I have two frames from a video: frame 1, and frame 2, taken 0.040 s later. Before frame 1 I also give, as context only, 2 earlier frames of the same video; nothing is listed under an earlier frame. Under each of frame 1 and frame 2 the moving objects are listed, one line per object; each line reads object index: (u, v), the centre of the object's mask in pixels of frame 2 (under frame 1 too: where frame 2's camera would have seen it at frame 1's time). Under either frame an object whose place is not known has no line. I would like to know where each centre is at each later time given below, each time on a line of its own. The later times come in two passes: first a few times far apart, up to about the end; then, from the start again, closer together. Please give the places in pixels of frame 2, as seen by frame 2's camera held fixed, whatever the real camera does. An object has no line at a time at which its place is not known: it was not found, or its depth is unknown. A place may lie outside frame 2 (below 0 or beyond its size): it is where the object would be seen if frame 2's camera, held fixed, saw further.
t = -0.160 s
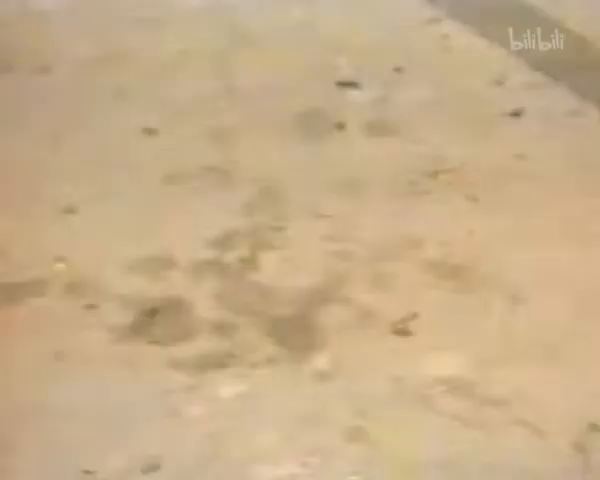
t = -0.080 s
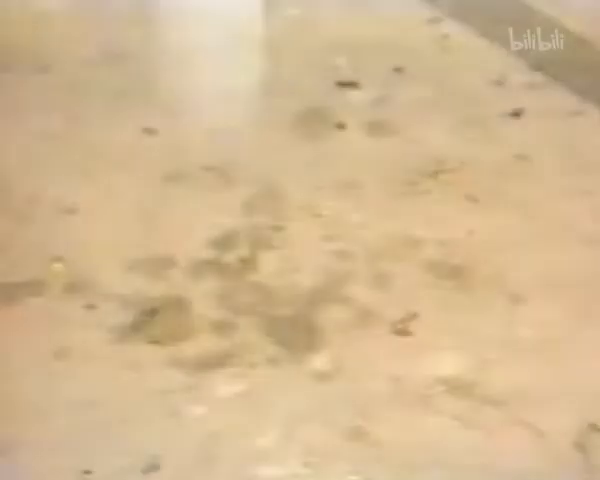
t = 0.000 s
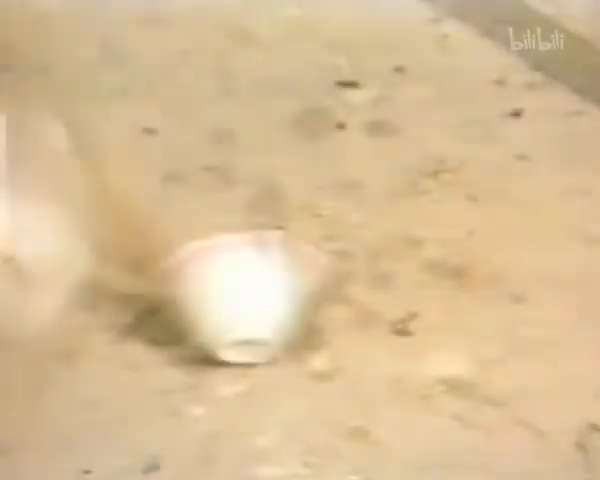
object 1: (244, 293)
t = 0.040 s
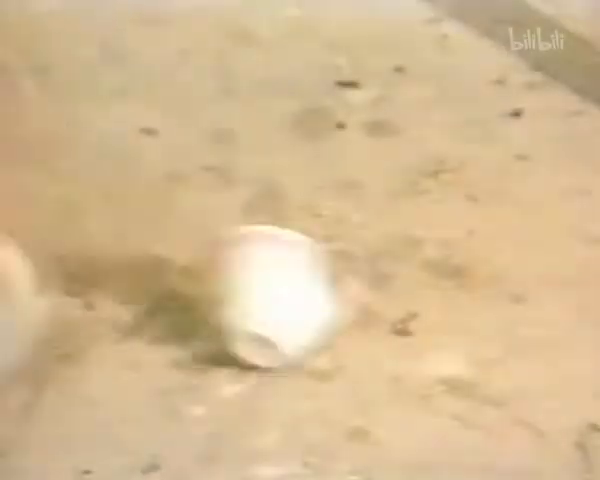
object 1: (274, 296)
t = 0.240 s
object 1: (376, 350)
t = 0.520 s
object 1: (345, 374)
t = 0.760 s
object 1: (271, 328)
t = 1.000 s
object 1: (268, 297)
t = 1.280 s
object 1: (328, 319)
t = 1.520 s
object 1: (277, 355)
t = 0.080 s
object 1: (299, 310)
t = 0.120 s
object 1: (329, 331)
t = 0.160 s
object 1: (348, 335)
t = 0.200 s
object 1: (365, 342)
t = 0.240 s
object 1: (376, 350)
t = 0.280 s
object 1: (381, 357)
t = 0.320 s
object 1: (380, 364)
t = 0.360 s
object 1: (375, 370)
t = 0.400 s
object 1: (368, 374)
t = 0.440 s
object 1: (361, 376)
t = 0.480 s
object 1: (353, 376)
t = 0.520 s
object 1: (345, 374)
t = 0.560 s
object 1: (333, 369)
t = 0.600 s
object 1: (322, 363)
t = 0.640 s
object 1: (308, 353)
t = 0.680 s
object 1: (292, 339)
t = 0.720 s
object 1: (280, 334)
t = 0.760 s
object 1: (271, 328)
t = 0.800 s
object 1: (268, 325)
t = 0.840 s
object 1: (265, 323)
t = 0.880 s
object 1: (263, 315)
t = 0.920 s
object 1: (262, 307)
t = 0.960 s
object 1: (263, 302)
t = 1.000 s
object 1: (268, 297)
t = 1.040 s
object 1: (273, 297)
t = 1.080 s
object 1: (282, 295)
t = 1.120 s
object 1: (291, 299)
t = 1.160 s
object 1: (305, 303)
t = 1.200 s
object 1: (316, 315)
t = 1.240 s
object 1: (322, 317)
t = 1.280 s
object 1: (328, 319)
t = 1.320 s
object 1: (328, 320)
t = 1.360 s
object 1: (322, 327)
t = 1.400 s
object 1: (313, 333)
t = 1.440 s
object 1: (300, 342)
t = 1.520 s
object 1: (277, 355)
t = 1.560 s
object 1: (269, 355)
